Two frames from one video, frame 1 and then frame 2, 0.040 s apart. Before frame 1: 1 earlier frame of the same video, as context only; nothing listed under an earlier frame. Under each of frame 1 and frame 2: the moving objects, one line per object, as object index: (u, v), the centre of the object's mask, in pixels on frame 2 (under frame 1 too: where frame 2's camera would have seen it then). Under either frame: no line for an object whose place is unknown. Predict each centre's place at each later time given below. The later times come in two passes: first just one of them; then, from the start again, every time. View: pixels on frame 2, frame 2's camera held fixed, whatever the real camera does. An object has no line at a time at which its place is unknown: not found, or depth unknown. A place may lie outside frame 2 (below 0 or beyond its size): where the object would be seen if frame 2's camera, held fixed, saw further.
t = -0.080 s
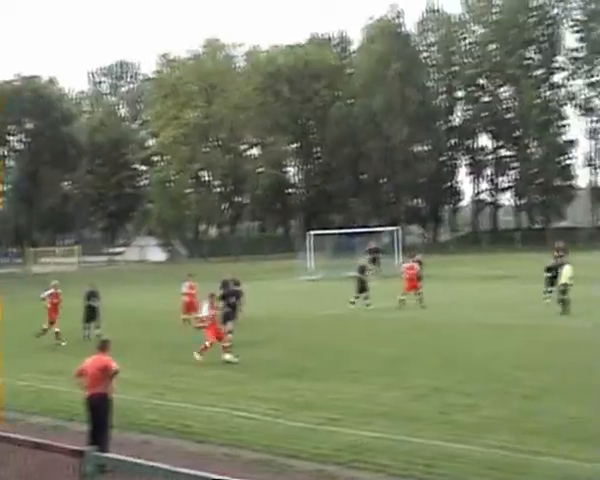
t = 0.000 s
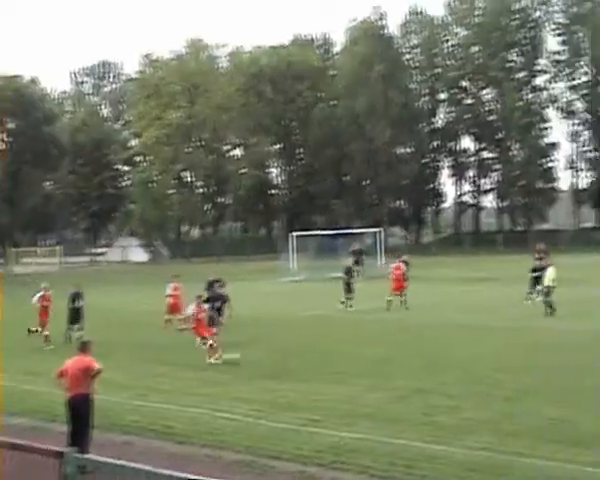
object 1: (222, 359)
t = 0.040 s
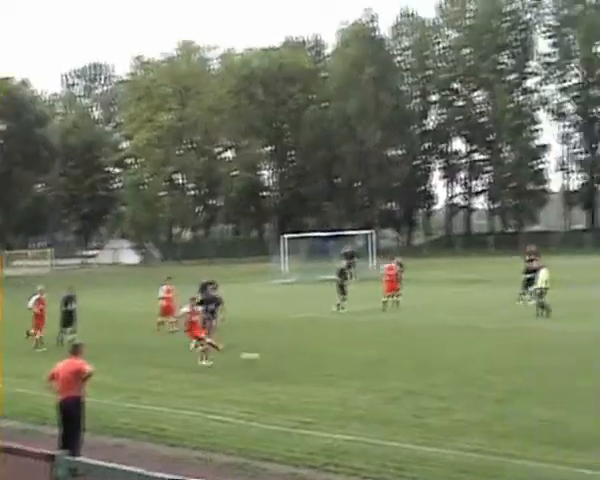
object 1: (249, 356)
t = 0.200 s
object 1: (355, 354)
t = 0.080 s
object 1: (277, 354)
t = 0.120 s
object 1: (303, 353)
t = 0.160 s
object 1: (330, 354)
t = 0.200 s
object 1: (355, 354)
